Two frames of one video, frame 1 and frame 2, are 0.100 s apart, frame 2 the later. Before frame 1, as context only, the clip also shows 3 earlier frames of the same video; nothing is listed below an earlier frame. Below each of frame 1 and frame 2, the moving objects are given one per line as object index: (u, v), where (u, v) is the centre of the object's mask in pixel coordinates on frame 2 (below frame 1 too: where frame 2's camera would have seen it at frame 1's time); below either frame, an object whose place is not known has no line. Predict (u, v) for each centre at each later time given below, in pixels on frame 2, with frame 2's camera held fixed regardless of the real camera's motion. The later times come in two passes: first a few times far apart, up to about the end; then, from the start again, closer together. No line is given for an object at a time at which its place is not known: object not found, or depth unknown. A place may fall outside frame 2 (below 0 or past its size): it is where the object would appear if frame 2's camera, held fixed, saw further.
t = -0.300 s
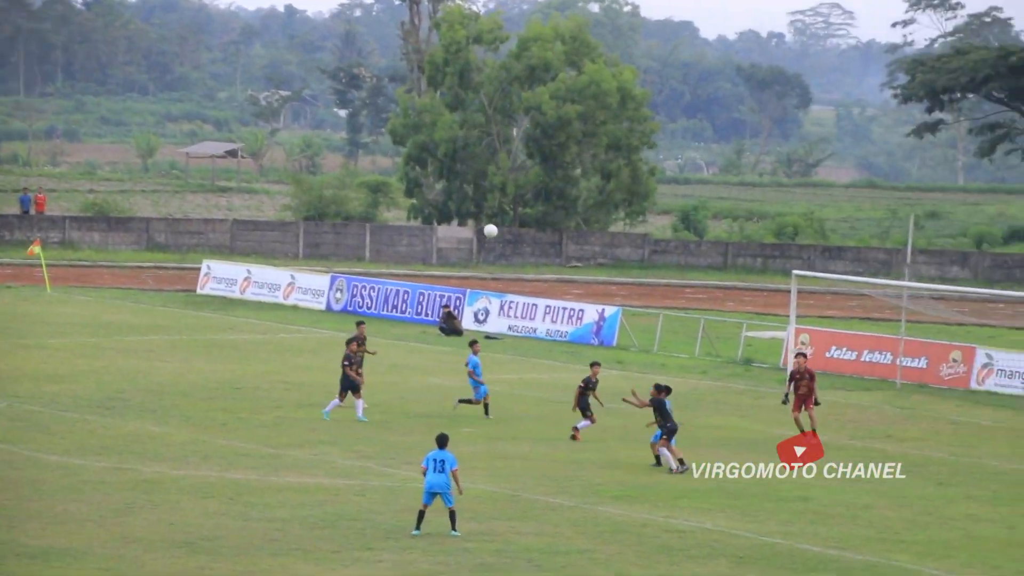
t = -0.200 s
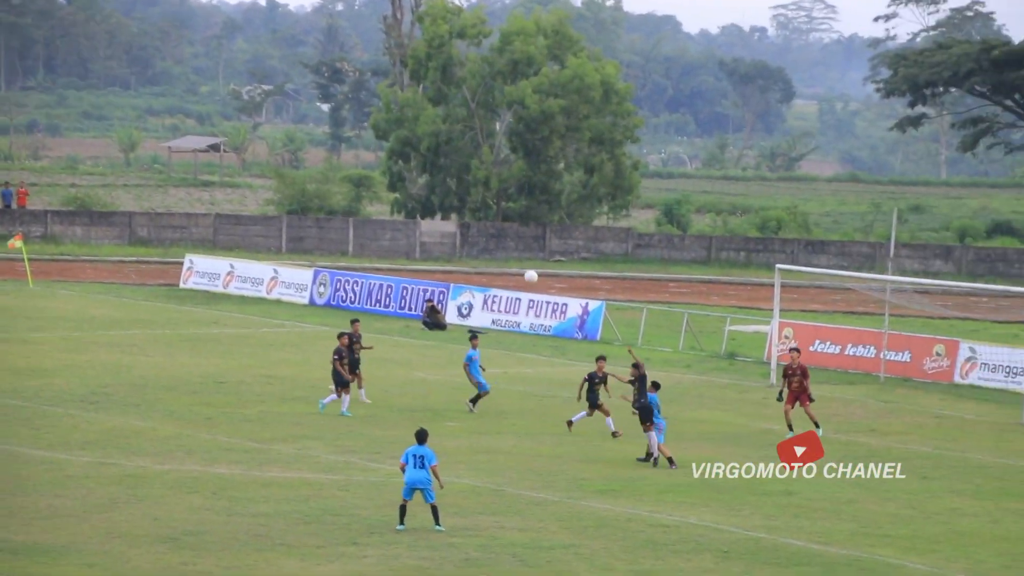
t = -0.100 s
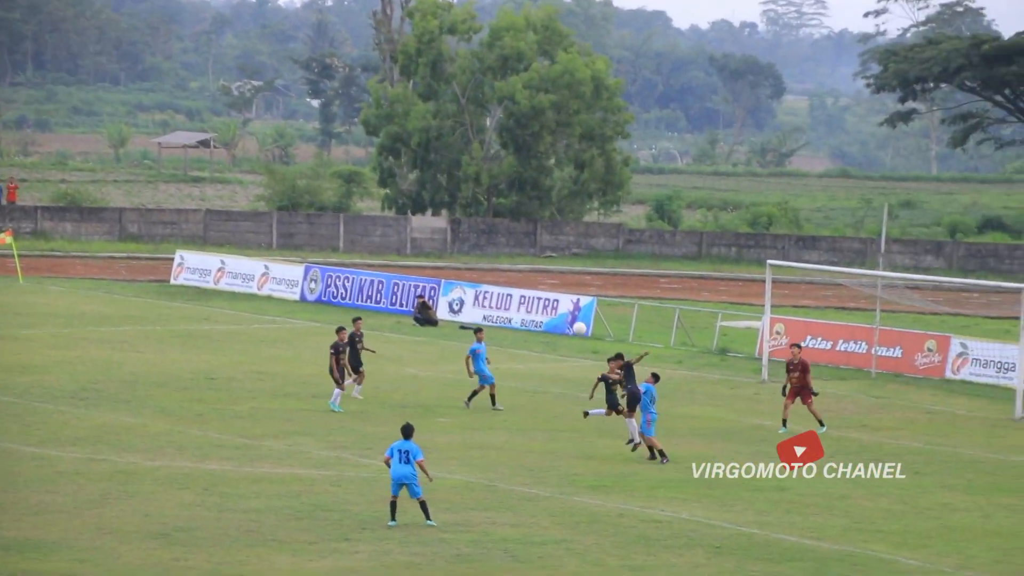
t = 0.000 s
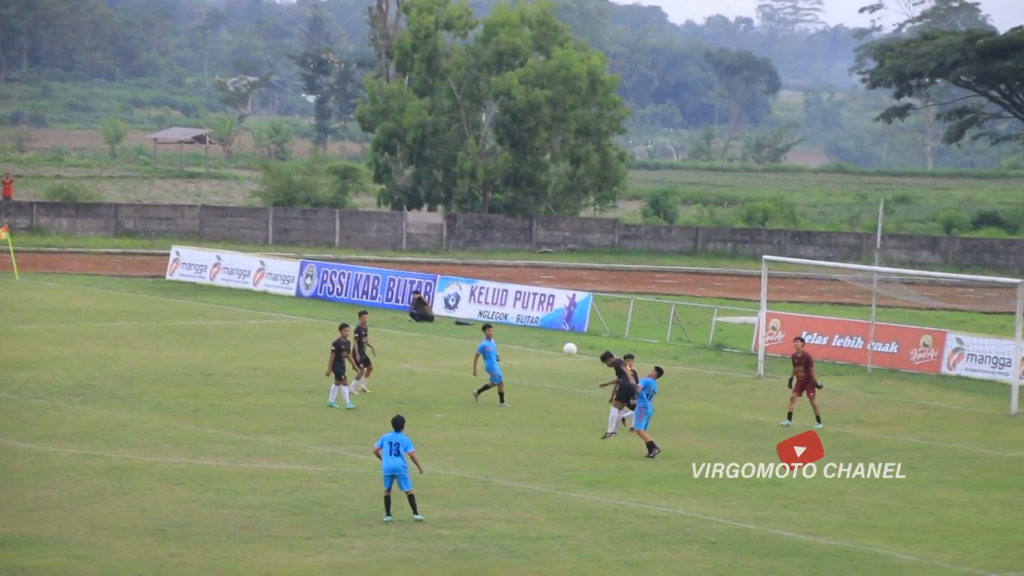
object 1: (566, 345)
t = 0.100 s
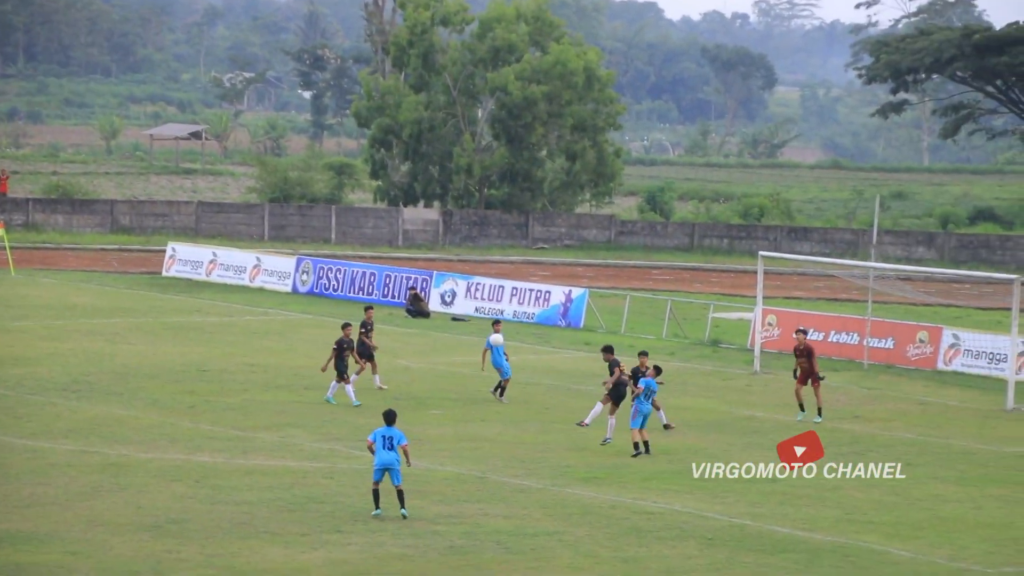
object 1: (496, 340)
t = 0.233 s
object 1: (403, 342)
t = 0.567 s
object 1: (174, 400)
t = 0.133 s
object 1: (473, 339)
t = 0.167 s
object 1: (449, 340)
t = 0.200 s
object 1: (426, 341)
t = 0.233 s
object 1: (403, 342)
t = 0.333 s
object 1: (333, 352)
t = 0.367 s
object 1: (310, 356)
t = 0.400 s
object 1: (288, 362)
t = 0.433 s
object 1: (264, 368)
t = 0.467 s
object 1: (240, 375)
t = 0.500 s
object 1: (220, 382)
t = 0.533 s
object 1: (198, 391)
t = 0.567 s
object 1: (174, 400)
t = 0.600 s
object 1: (151, 410)
